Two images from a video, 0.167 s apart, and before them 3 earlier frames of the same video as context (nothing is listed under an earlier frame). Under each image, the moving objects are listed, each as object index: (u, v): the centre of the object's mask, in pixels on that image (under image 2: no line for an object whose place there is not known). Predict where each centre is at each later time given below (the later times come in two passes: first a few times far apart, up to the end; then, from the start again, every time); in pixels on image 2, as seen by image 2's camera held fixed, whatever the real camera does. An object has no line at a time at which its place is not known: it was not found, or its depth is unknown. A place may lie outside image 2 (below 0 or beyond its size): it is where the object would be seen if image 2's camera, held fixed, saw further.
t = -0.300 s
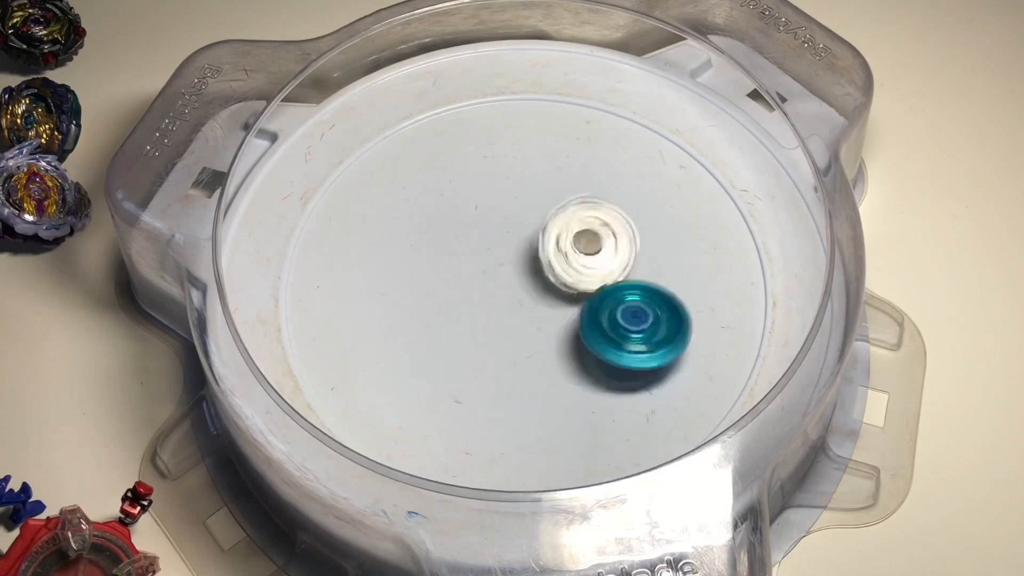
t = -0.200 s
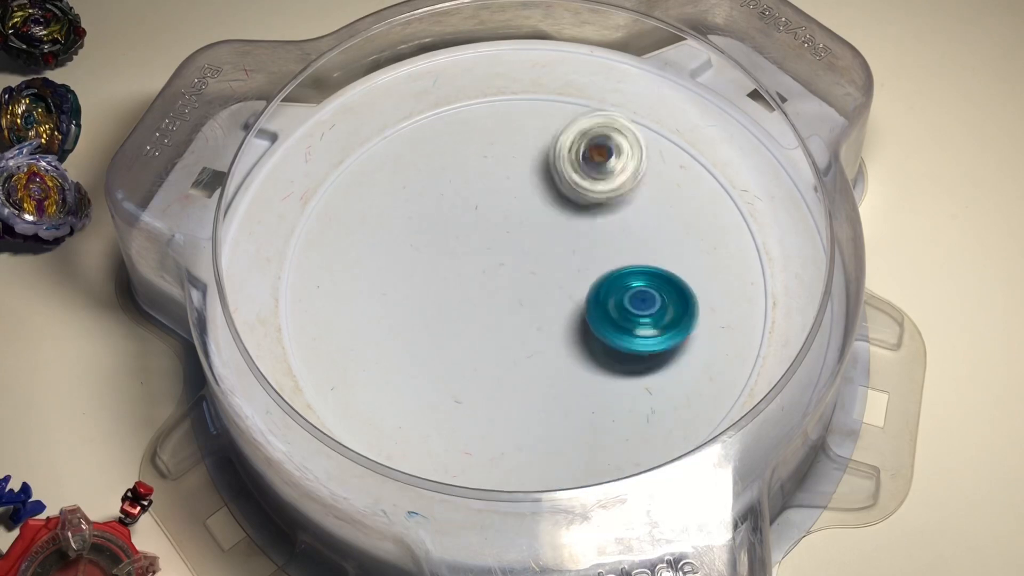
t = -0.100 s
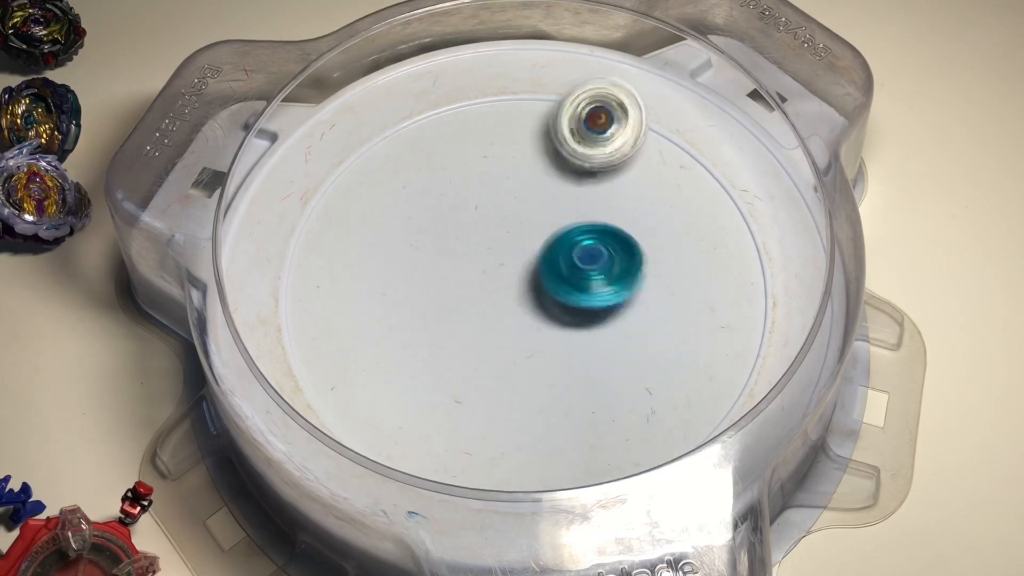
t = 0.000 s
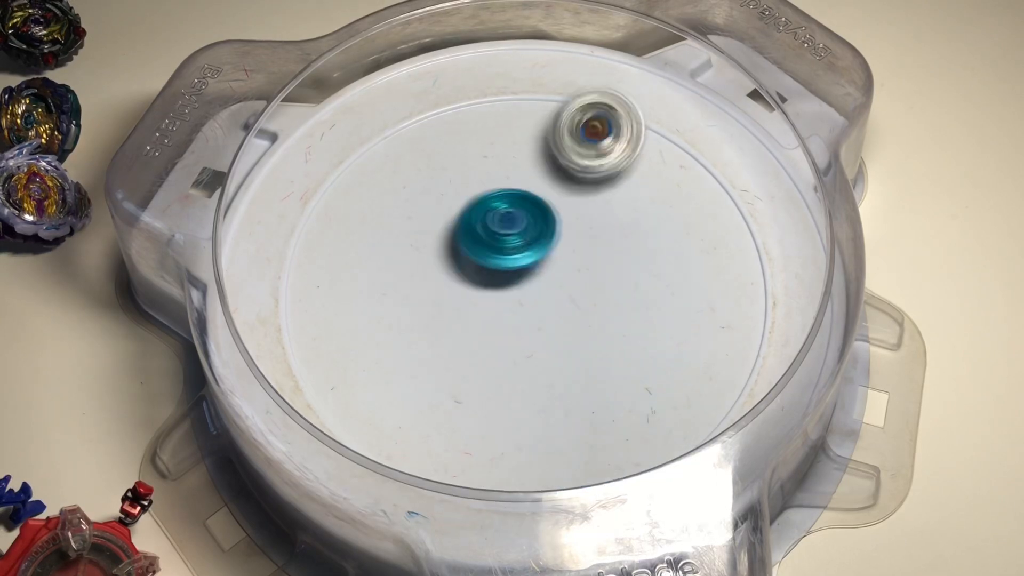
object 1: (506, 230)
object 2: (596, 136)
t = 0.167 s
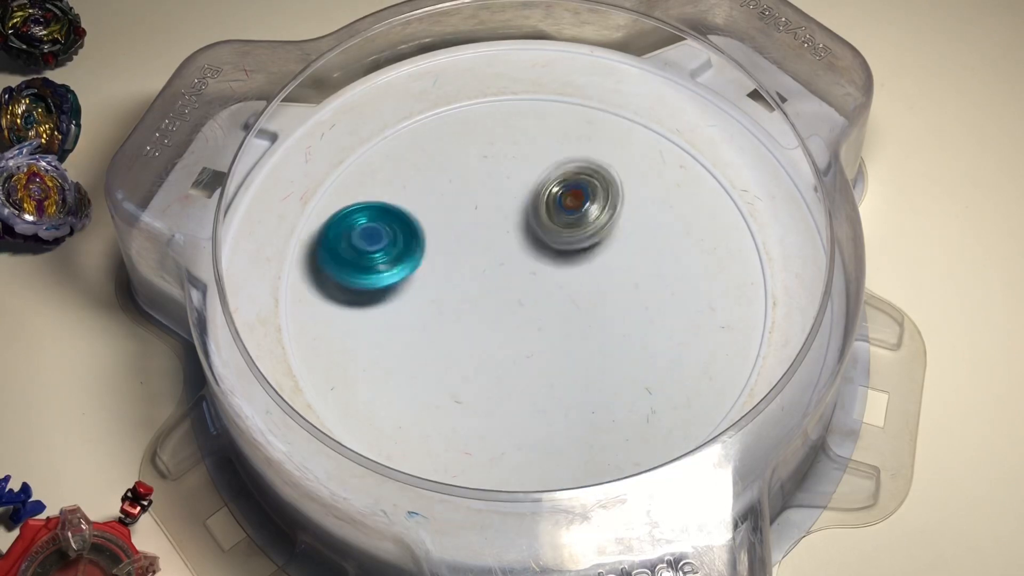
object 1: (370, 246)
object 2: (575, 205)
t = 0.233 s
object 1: (334, 283)
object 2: (561, 241)
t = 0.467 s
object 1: (463, 438)
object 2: (516, 322)
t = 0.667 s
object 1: (667, 298)
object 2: (505, 323)
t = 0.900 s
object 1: (569, 96)
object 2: (498, 278)
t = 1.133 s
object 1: (354, 181)
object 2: (512, 236)
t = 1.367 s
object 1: (461, 383)
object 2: (521, 249)
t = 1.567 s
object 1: (699, 318)
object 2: (529, 268)
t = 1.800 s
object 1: (646, 124)
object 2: (527, 296)
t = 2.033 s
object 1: (418, 176)
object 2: (517, 290)
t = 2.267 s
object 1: (482, 410)
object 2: (523, 270)
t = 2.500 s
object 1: (739, 349)
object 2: (544, 257)
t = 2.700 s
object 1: (687, 171)
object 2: (555, 272)
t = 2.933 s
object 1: (422, 203)
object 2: (530, 300)
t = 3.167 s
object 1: (391, 420)
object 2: (480, 289)
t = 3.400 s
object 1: (659, 414)
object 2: (477, 242)
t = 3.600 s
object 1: (650, 213)
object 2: (520, 223)
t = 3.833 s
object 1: (528, 80)
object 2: (445, 276)
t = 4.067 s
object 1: (369, 198)
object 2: (452, 289)
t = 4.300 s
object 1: (457, 349)
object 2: (599, 313)
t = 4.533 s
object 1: (697, 339)
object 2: (722, 245)
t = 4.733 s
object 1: (601, 369)
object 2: (721, 142)
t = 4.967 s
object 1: (491, 368)
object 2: (542, 208)
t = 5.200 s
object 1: (446, 383)
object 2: (472, 291)
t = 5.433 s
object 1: (470, 360)
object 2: (476, 263)
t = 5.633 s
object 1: (428, 304)
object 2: (517, 220)
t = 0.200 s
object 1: (350, 263)
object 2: (569, 223)
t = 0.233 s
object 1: (334, 283)
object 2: (561, 241)
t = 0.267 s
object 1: (326, 307)
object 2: (555, 257)
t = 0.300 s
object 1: (324, 333)
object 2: (548, 272)
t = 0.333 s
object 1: (332, 363)
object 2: (542, 285)
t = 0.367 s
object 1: (351, 390)
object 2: (536, 297)
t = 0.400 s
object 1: (381, 412)
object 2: (529, 307)
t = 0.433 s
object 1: (419, 430)
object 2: (522, 316)
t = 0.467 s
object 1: (463, 438)
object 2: (516, 322)
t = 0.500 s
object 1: (512, 436)
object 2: (511, 325)
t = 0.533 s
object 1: (557, 422)
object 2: (507, 326)
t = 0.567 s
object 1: (598, 399)
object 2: (506, 326)
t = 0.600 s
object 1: (630, 371)
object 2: (506, 325)
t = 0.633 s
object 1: (654, 335)
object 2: (507, 325)
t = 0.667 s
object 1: (667, 298)
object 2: (505, 323)
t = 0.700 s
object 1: (673, 260)
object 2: (505, 318)
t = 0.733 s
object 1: (670, 226)
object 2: (505, 313)
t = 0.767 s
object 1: (659, 192)
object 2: (505, 308)
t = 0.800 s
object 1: (643, 162)
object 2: (502, 305)
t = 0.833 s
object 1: (621, 135)
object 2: (500, 296)
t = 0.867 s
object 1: (598, 114)
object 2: (500, 287)
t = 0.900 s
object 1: (569, 96)
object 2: (498, 278)
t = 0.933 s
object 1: (539, 82)
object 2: (498, 268)
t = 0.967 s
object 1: (506, 82)
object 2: (498, 259)
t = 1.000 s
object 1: (474, 100)
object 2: (500, 252)
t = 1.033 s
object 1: (441, 117)
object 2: (502, 246)
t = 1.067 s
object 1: (410, 136)
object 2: (505, 242)
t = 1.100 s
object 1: (378, 156)
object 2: (508, 239)
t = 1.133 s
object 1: (354, 181)
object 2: (512, 236)
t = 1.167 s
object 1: (338, 212)
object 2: (515, 234)
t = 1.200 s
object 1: (333, 246)
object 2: (516, 237)
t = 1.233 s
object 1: (339, 281)
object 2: (518, 240)
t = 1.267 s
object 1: (356, 315)
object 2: (519, 242)
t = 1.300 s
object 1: (383, 344)
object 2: (522, 245)
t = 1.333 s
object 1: (421, 369)
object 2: (520, 247)
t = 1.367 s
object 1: (461, 383)
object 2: (521, 249)
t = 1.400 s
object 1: (507, 393)
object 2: (520, 252)
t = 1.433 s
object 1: (550, 392)
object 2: (521, 255)
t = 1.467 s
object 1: (594, 386)
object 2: (523, 257)
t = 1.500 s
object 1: (636, 370)
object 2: (525, 260)
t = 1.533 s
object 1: (672, 346)
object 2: (527, 263)
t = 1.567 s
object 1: (699, 318)
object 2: (529, 268)
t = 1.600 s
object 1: (720, 286)
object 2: (529, 273)
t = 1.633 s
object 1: (734, 253)
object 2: (529, 278)
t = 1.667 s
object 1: (740, 218)
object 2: (530, 282)
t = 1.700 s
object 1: (736, 184)
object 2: (530, 288)
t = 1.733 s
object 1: (707, 162)
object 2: (530, 292)
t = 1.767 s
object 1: (676, 142)
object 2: (528, 295)
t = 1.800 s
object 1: (646, 124)
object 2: (527, 296)
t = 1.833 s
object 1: (616, 109)
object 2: (527, 299)
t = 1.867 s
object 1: (581, 100)
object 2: (526, 300)
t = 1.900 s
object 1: (544, 100)
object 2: (522, 298)
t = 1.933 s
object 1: (508, 107)
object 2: (520, 297)
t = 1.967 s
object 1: (473, 123)
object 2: (520, 298)
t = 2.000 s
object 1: (443, 146)
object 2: (518, 295)
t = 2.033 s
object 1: (418, 176)
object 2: (517, 290)
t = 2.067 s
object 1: (401, 208)
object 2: (517, 289)
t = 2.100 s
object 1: (392, 245)
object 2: (518, 288)
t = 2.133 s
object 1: (391, 282)
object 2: (518, 282)
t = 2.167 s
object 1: (402, 318)
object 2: (519, 280)
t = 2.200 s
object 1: (419, 356)
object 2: (521, 277)
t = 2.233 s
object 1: (448, 384)
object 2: (522, 273)
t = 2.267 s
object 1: (482, 410)
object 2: (523, 270)
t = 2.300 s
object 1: (524, 428)
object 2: (526, 267)
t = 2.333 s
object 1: (568, 437)
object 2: (529, 264)
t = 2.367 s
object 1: (611, 434)
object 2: (533, 259)
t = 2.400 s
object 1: (656, 423)
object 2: (536, 259)
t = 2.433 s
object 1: (700, 411)
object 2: (541, 257)
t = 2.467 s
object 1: (718, 378)
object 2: (542, 256)
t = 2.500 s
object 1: (739, 349)
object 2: (544, 257)
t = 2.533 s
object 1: (754, 316)
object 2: (547, 258)
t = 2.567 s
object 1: (760, 284)
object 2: (550, 259)
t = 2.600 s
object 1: (755, 249)
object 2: (552, 261)
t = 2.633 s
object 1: (740, 219)
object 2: (553, 265)
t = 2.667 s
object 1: (717, 192)
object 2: (555, 268)
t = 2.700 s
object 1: (687, 171)
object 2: (555, 272)
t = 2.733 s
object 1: (650, 157)
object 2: (555, 277)
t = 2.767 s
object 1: (610, 149)
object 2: (554, 281)
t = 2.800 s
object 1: (568, 148)
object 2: (551, 285)
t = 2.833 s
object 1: (528, 154)
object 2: (546, 290)
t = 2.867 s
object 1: (490, 165)
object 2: (542, 295)
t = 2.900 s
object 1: (453, 182)
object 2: (538, 298)
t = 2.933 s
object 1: (422, 203)
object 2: (530, 300)
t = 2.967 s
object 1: (396, 227)
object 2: (522, 304)
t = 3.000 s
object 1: (372, 258)
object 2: (516, 304)
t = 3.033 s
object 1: (358, 291)
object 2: (507, 303)
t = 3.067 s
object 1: (352, 324)
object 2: (500, 301)
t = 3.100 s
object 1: (355, 361)
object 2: (494, 299)
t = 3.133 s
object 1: (366, 394)
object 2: (487, 294)
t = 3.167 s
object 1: (391, 420)
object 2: (480, 289)
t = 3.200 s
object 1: (416, 452)
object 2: (477, 284)
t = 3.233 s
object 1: (454, 469)
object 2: (473, 277)
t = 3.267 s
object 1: (502, 471)
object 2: (471, 269)
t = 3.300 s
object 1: (548, 457)
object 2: (471, 261)
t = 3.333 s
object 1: (590, 449)
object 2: (471, 255)
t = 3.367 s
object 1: (627, 435)
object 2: (473, 249)
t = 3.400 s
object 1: (659, 414)
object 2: (477, 242)
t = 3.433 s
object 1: (683, 384)
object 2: (482, 237)
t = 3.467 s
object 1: (693, 347)
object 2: (489, 232)
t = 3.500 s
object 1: (694, 311)
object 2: (495, 228)
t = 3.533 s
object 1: (687, 276)
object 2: (503, 225)
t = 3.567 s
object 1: (671, 242)
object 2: (512, 224)
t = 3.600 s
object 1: (650, 213)
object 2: (520, 223)
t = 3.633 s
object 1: (624, 189)
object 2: (529, 224)
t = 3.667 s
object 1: (617, 158)
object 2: (512, 232)
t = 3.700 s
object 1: (609, 133)
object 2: (489, 244)
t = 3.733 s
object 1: (597, 111)
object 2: (474, 255)
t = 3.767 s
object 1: (578, 95)
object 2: (462, 262)
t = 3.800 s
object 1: (556, 83)
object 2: (450, 271)
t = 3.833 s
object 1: (528, 80)
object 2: (445, 276)
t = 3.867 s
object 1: (500, 90)
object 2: (441, 283)
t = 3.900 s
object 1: (470, 101)
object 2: (441, 285)
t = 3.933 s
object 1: (441, 113)
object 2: (442, 289)
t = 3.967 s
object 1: (415, 127)
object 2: (442, 289)
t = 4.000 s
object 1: (393, 148)
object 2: (445, 291)
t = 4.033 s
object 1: (377, 171)
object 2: (447, 290)
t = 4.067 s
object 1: (369, 198)
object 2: (452, 289)
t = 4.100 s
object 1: (367, 227)
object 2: (455, 288)
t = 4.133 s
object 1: (369, 255)
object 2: (462, 290)
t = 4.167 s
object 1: (375, 275)
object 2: (479, 302)
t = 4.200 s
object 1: (386, 296)
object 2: (504, 311)
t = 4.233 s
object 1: (406, 315)
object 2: (535, 315)
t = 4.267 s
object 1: (428, 334)
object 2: (568, 317)
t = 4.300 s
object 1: (457, 349)
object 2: (599, 313)
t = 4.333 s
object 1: (489, 361)
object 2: (629, 308)
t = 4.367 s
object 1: (523, 368)
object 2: (655, 299)
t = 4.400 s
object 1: (559, 372)
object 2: (677, 288)
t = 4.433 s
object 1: (596, 371)
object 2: (696, 277)
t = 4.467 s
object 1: (634, 365)
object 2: (709, 265)
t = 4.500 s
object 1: (668, 354)
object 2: (719, 256)
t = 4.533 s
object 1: (697, 339)
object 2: (722, 245)
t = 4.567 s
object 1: (722, 314)
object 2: (718, 235)
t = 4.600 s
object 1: (702, 334)
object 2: (751, 214)
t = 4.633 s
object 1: (677, 347)
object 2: (768, 177)
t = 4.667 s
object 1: (651, 356)
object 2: (765, 168)
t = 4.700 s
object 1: (626, 364)
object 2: (745, 151)
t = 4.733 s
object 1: (601, 369)
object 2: (721, 142)
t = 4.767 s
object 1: (579, 371)
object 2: (700, 133)
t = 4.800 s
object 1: (559, 371)
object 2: (674, 136)
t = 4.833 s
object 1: (541, 371)
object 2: (644, 146)
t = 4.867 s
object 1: (526, 370)
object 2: (616, 156)
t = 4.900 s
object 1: (513, 368)
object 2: (590, 171)
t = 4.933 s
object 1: (502, 368)
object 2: (565, 189)
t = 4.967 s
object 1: (491, 368)
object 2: (542, 208)
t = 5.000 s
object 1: (483, 368)
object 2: (523, 227)
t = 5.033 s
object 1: (475, 370)
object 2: (509, 246)
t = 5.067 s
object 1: (468, 371)
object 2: (497, 262)
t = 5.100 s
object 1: (462, 373)
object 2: (488, 275)
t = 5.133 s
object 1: (456, 376)
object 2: (481, 284)
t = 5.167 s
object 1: (451, 380)
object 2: (476, 289)
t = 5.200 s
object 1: (446, 383)
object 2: (472, 291)
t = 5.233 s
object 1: (443, 387)
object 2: (468, 292)
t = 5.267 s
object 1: (443, 391)
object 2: (467, 291)
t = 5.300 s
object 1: (446, 392)
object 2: (466, 289)
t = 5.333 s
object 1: (452, 390)
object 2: (467, 284)
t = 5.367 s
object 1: (459, 383)
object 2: (468, 276)
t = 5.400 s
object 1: (465, 373)
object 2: (471, 268)
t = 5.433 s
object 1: (470, 360)
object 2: (476, 263)
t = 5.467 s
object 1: (472, 346)
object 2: (477, 258)
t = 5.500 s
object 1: (470, 331)
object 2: (479, 252)
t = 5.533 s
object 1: (461, 322)
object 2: (482, 244)
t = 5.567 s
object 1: (450, 313)
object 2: (486, 238)
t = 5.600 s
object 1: (438, 309)
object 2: (501, 228)
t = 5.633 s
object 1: (428, 304)
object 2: (517, 220)
